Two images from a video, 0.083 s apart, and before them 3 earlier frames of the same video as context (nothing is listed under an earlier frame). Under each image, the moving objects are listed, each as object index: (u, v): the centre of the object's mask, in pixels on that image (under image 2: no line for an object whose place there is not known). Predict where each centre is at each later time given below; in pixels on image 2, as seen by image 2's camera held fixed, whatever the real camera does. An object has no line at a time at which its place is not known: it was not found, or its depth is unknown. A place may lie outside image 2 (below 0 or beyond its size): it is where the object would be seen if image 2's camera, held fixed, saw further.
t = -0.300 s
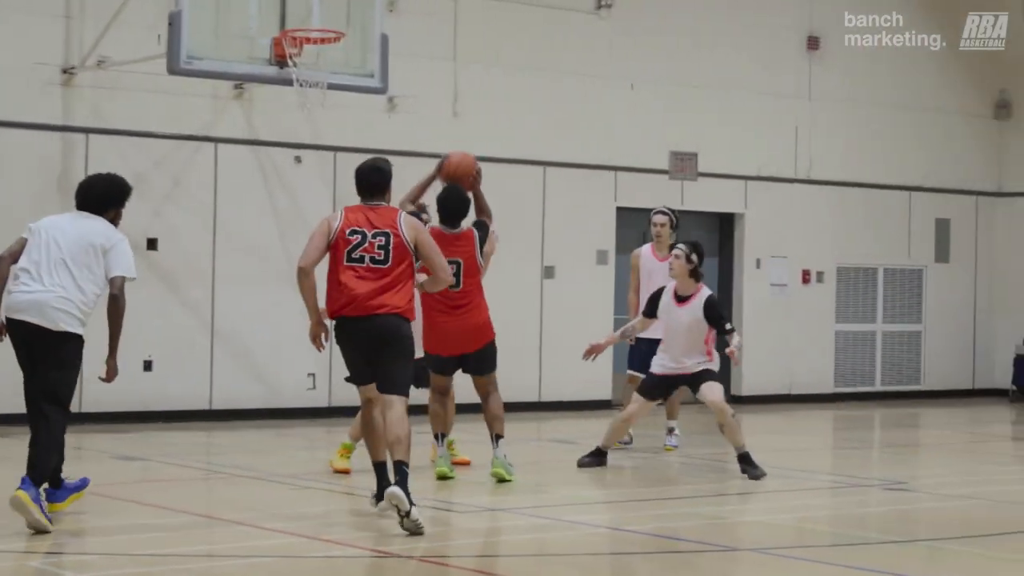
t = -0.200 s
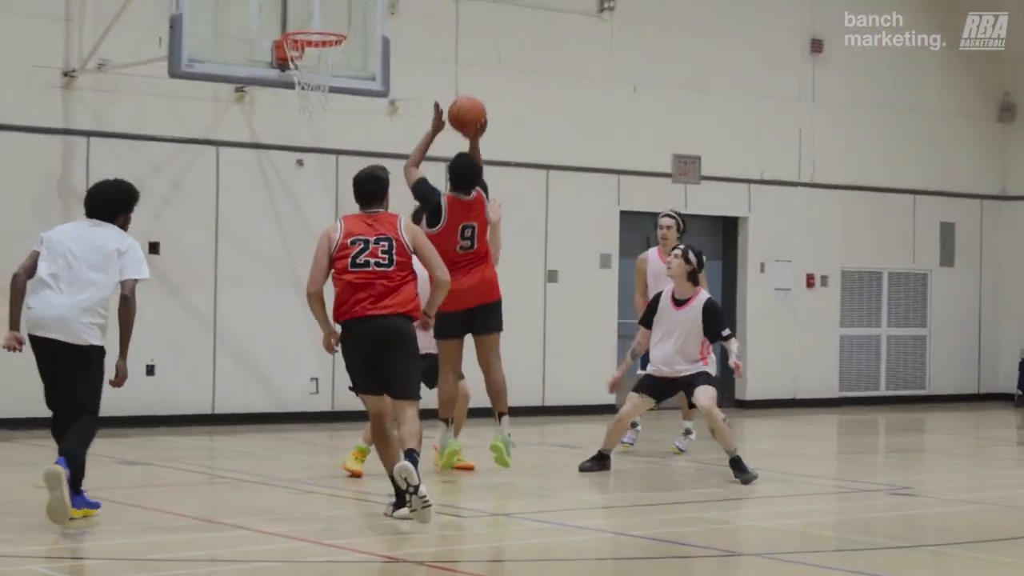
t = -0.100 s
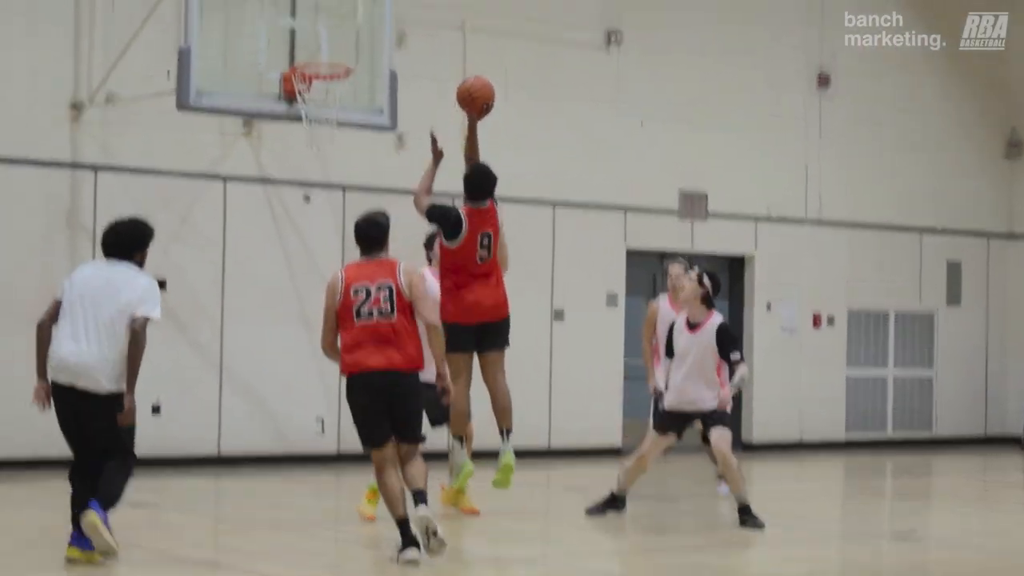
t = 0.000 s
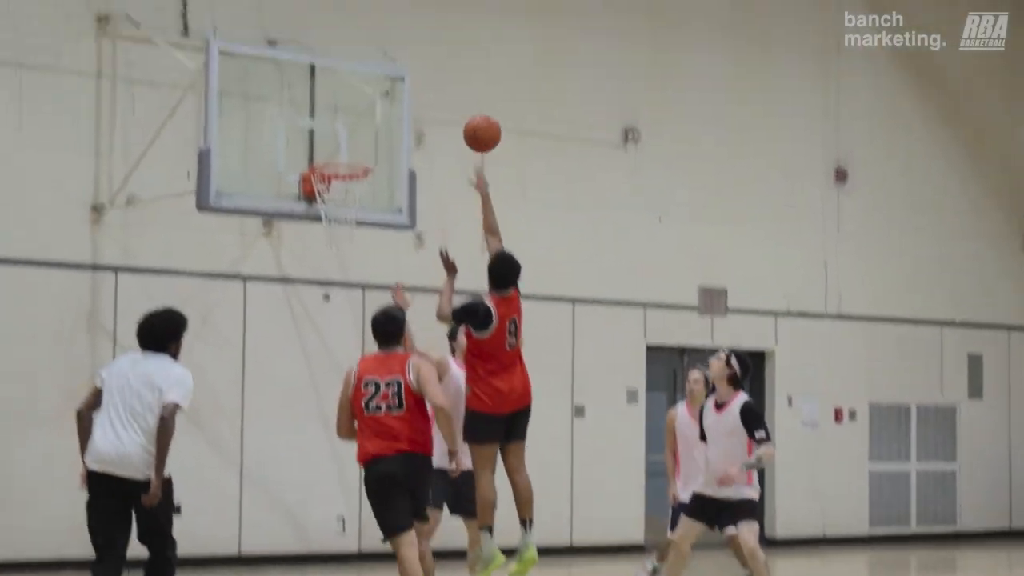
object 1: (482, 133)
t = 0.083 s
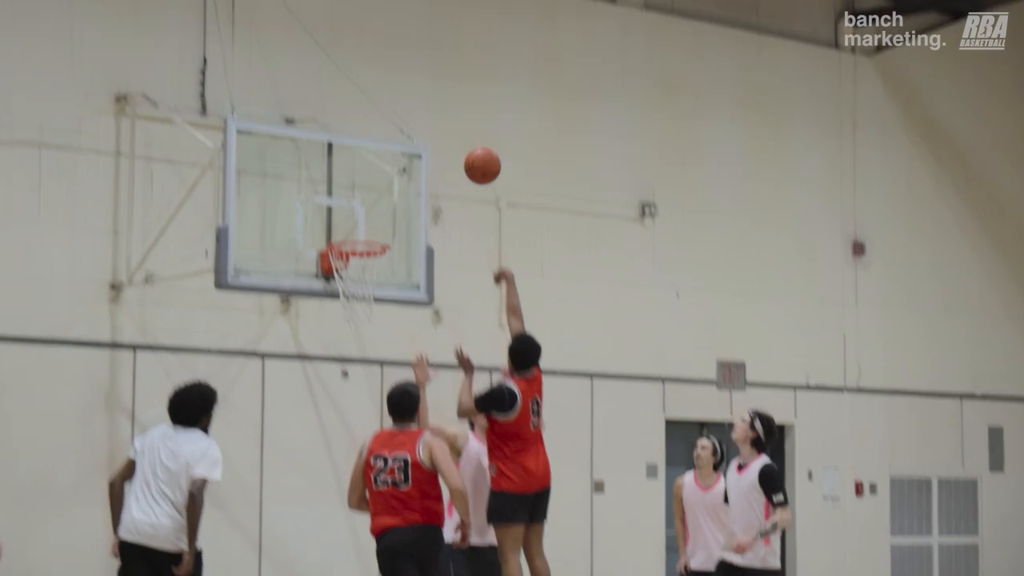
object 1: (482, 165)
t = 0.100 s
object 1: (479, 157)
